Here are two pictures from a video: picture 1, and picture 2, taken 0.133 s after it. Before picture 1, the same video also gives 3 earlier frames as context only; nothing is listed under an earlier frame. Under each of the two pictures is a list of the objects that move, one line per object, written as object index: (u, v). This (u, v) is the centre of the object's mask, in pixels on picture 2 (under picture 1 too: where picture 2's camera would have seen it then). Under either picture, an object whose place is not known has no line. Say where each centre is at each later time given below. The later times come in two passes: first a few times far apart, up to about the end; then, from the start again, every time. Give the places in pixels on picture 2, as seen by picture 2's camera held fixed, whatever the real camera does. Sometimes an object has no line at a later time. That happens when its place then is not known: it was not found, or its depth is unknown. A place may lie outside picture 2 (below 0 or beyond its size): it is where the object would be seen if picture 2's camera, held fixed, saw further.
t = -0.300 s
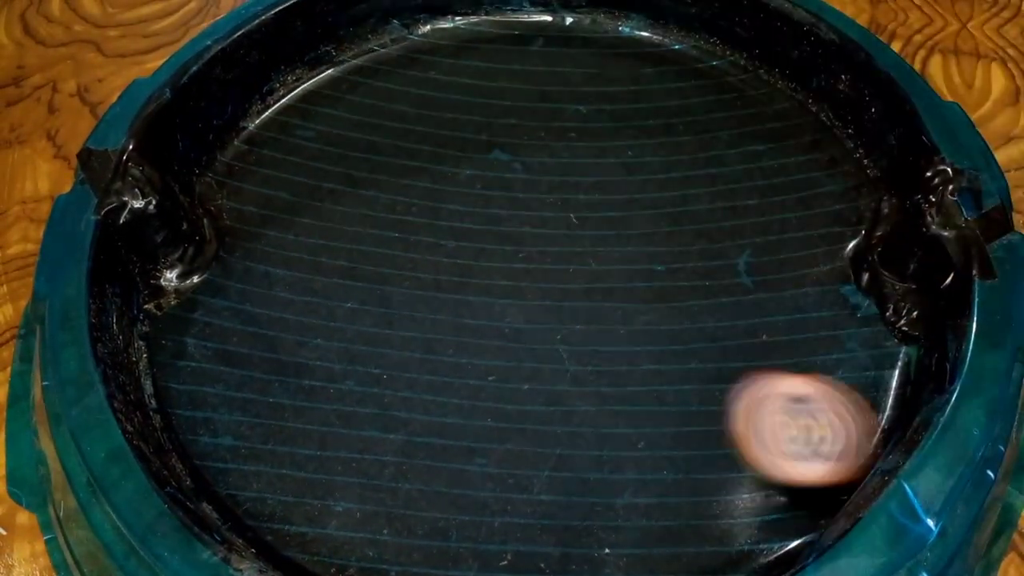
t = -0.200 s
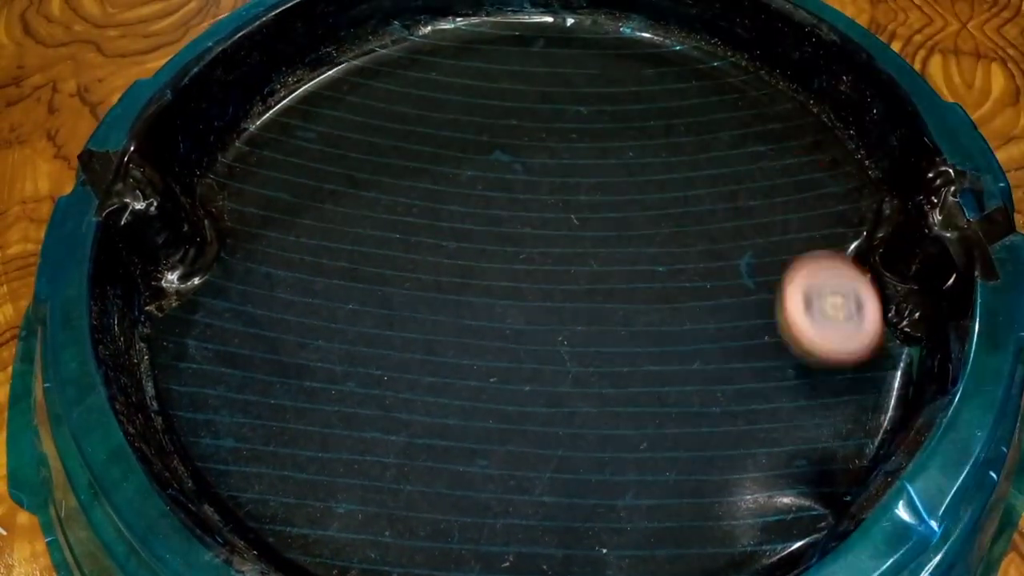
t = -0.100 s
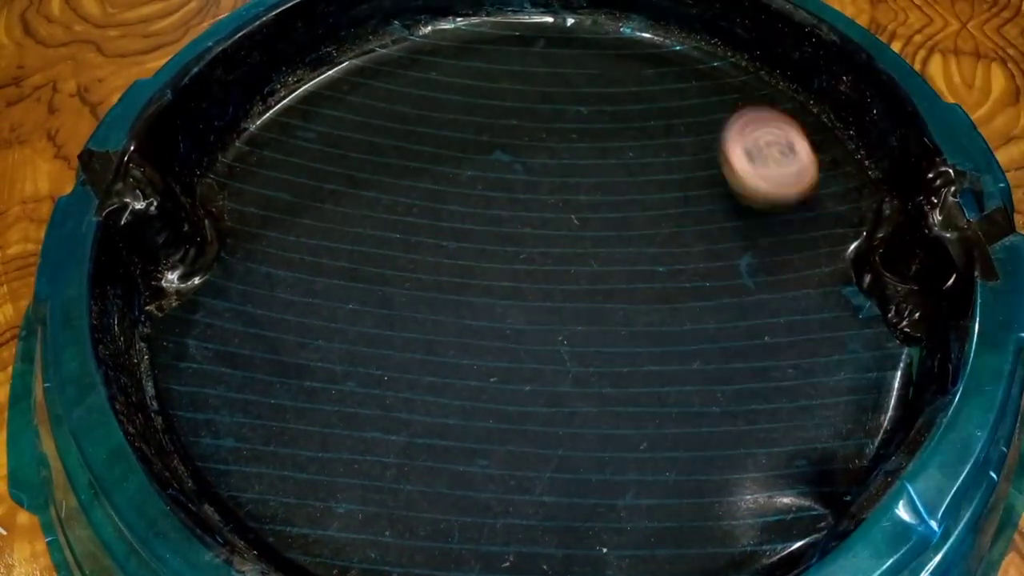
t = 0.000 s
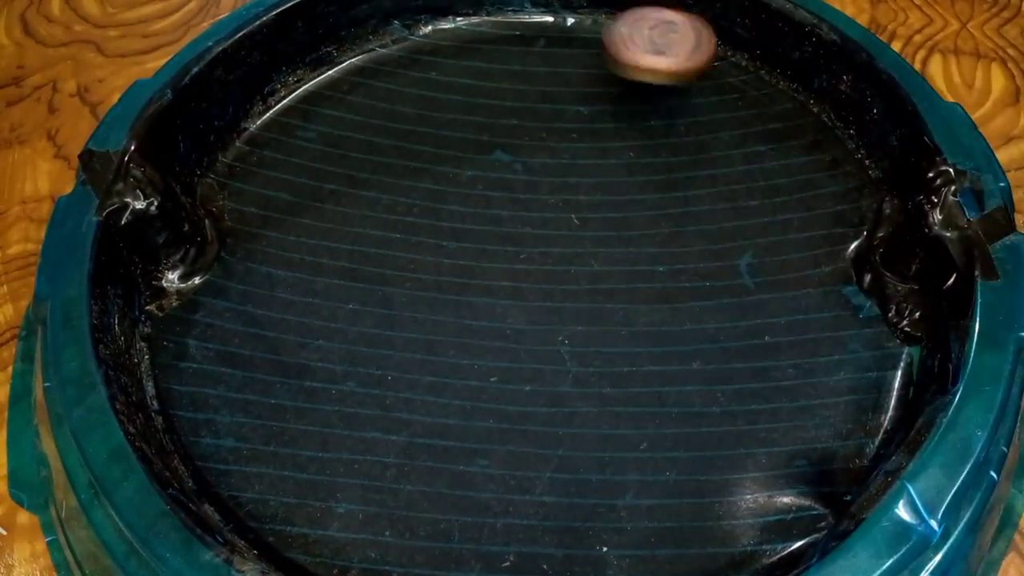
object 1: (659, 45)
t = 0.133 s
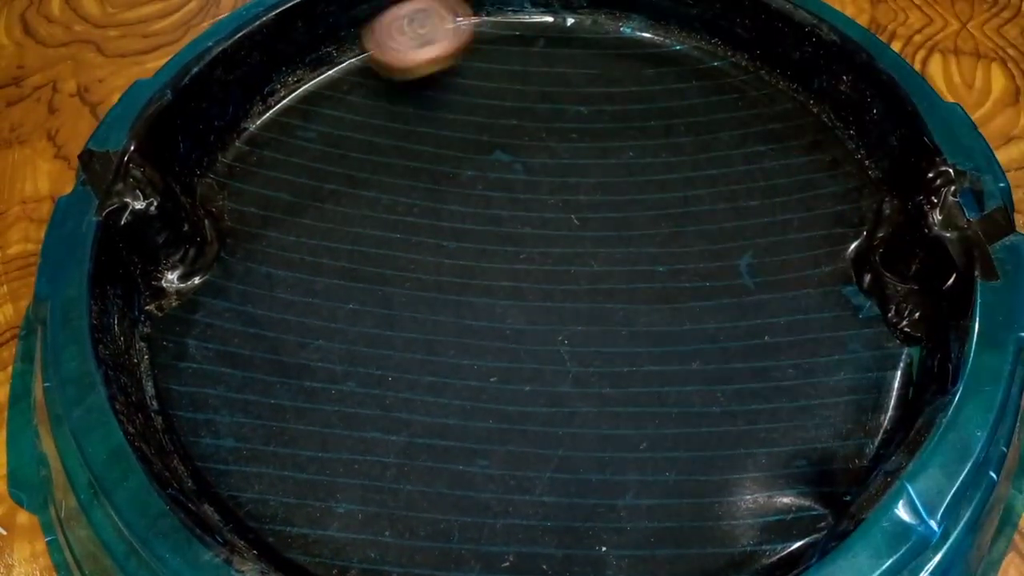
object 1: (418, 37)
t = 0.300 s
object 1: (289, 218)
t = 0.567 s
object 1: (838, 393)
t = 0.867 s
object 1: (683, 90)
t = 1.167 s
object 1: (385, 212)
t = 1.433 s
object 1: (489, 522)
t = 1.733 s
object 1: (794, 335)
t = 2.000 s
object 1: (571, 156)
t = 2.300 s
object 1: (256, 251)
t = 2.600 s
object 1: (364, 527)
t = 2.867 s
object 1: (692, 408)
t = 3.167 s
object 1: (586, 170)
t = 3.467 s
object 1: (349, 184)
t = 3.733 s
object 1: (325, 389)
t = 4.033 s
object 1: (657, 415)
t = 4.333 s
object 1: (632, 216)
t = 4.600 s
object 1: (417, 240)
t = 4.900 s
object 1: (435, 439)
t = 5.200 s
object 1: (642, 405)
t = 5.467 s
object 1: (584, 259)
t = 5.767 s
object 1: (382, 265)
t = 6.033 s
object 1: (365, 404)
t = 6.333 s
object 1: (582, 398)
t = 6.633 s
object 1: (588, 252)
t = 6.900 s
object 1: (467, 229)
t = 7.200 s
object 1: (414, 353)
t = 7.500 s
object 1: (573, 402)
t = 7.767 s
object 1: (602, 306)
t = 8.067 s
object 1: (467, 284)
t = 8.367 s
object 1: (421, 375)
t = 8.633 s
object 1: (524, 386)
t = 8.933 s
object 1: (540, 297)
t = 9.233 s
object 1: (461, 279)
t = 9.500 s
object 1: (459, 328)
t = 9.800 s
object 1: (532, 349)
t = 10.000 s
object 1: (565, 325)
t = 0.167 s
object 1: (361, 59)
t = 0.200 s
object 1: (311, 91)
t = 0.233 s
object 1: (269, 131)
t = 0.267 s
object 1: (237, 179)
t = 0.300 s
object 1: (289, 218)
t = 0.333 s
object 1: (361, 273)
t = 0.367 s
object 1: (428, 319)
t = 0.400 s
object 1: (496, 355)
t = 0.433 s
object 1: (564, 381)
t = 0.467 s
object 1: (637, 397)
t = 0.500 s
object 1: (711, 406)
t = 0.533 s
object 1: (778, 405)
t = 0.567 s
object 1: (838, 393)
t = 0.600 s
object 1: (845, 359)
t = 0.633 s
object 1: (819, 312)
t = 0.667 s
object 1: (796, 270)
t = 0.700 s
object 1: (778, 231)
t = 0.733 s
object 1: (763, 195)
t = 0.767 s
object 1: (749, 163)
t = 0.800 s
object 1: (732, 135)
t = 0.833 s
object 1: (711, 109)
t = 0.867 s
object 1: (683, 90)
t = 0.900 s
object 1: (652, 76)
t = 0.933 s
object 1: (618, 70)
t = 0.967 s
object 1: (581, 70)
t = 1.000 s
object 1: (543, 78)
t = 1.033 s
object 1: (505, 93)
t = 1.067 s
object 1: (471, 113)
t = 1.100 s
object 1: (438, 141)
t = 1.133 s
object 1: (409, 174)
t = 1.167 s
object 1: (385, 212)
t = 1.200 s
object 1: (367, 254)
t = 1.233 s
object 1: (357, 298)
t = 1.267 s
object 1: (357, 343)
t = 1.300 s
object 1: (365, 386)
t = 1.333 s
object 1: (384, 427)
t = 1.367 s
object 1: (412, 464)
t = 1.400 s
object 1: (447, 500)
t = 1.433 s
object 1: (489, 522)
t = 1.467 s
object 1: (538, 536)
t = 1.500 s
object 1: (597, 545)
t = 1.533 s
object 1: (664, 537)
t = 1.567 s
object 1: (721, 526)
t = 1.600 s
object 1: (761, 504)
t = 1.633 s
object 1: (780, 460)
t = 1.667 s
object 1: (792, 419)
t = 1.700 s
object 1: (797, 378)
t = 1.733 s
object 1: (794, 335)
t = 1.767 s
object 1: (782, 298)
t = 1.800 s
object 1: (761, 265)
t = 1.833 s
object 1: (736, 235)
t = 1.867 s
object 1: (706, 210)
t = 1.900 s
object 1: (671, 190)
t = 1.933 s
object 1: (639, 174)
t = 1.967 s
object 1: (606, 162)
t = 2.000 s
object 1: (571, 156)
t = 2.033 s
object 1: (533, 152)
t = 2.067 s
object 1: (495, 152)
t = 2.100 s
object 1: (453, 156)
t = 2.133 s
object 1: (416, 163)
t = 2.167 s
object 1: (378, 174)
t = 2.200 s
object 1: (341, 189)
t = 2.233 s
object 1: (309, 206)
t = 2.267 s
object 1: (282, 226)
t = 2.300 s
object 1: (256, 251)
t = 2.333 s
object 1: (240, 282)
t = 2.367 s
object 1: (228, 314)
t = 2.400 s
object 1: (222, 348)
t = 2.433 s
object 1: (225, 388)
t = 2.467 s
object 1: (235, 426)
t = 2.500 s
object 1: (251, 460)
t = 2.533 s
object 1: (282, 493)
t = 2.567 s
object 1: (320, 517)
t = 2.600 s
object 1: (364, 527)
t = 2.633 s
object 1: (414, 531)
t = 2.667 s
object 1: (461, 531)
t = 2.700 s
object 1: (515, 527)
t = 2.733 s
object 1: (562, 518)
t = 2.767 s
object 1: (608, 499)
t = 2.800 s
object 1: (642, 474)
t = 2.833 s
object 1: (673, 440)
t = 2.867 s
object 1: (692, 408)
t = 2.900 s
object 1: (703, 372)
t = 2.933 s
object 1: (707, 338)
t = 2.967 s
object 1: (704, 304)
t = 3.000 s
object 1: (694, 273)
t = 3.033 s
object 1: (679, 245)
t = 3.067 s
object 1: (661, 222)
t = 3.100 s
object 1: (639, 204)
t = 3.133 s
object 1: (614, 185)
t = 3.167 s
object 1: (586, 170)
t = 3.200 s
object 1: (562, 159)
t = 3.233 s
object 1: (537, 153)
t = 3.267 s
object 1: (513, 148)
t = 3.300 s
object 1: (485, 149)
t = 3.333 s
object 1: (455, 149)
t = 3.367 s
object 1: (425, 154)
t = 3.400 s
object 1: (397, 161)
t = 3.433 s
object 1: (372, 171)
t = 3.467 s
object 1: (349, 184)
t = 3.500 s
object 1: (331, 199)
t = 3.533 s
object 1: (314, 217)
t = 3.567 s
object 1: (303, 238)
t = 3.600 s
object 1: (292, 265)
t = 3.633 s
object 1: (289, 293)
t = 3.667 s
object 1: (294, 326)
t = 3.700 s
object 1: (304, 355)
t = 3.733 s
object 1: (325, 389)
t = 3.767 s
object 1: (350, 413)
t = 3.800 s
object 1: (386, 436)
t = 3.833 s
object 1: (424, 453)
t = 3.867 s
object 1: (464, 462)
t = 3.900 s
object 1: (508, 465)
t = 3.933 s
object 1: (551, 460)
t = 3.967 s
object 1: (592, 451)
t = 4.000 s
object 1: (630, 435)
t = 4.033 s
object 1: (657, 415)
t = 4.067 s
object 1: (679, 392)
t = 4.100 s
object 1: (695, 364)
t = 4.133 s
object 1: (702, 339)
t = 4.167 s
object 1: (704, 314)
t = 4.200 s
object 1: (700, 287)
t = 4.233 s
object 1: (690, 264)
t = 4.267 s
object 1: (674, 246)
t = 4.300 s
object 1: (655, 230)
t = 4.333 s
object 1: (632, 216)
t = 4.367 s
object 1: (606, 206)
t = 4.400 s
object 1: (579, 199)
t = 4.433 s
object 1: (551, 195)
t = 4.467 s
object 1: (523, 197)
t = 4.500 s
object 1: (494, 203)
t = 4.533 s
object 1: (465, 211)
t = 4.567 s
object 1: (439, 223)
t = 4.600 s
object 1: (417, 240)
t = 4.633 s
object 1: (401, 256)
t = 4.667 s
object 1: (388, 277)
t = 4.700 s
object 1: (377, 302)
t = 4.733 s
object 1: (371, 327)
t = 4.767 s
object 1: (372, 353)
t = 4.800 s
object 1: (380, 380)
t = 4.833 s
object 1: (392, 403)
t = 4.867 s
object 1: (411, 421)
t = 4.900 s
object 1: (435, 439)
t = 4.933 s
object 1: (462, 453)
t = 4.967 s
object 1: (486, 460)
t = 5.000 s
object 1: (512, 463)
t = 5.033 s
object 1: (537, 463)
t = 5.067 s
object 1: (565, 458)
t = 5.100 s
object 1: (589, 451)
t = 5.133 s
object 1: (612, 439)
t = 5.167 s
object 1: (629, 424)
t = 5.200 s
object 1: (642, 405)
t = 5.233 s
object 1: (650, 384)
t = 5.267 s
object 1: (654, 362)
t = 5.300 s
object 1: (653, 341)
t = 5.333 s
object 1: (647, 320)
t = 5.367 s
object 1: (636, 302)
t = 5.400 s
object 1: (621, 286)
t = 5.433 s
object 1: (604, 271)
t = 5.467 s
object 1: (584, 259)
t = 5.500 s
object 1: (563, 249)
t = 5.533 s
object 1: (541, 242)
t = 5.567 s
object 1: (517, 237)
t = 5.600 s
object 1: (494, 235)
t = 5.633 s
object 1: (470, 235)
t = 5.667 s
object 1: (446, 238)
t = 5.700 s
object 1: (423, 244)
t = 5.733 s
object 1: (402, 253)
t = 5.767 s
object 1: (382, 265)
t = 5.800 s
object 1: (366, 278)
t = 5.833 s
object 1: (352, 293)
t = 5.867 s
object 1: (343, 310)
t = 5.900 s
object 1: (338, 329)
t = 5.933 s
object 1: (337, 349)
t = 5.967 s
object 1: (342, 369)
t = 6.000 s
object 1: (351, 388)
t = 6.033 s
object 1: (365, 404)
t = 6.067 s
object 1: (383, 417)
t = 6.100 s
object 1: (406, 428)
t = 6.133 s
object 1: (431, 434)
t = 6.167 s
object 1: (457, 437)
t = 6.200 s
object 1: (485, 437)
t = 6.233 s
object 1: (511, 433)
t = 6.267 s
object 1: (537, 424)
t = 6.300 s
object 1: (561, 413)
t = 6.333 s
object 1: (582, 398)
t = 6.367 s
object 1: (599, 381)
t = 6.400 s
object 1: (611, 362)
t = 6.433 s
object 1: (618, 343)
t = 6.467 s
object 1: (621, 325)
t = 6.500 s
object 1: (619, 308)
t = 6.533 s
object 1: (614, 292)
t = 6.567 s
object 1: (608, 277)
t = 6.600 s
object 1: (599, 264)
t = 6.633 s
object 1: (588, 252)
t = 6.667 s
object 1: (577, 242)
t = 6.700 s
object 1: (564, 235)
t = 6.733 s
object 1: (549, 229)
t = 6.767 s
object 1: (534, 226)
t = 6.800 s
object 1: (518, 224)
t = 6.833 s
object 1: (501, 223)
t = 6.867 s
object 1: (484, 224)
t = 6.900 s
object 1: (467, 229)
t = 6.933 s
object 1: (451, 236)
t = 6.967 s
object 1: (436, 245)
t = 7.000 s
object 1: (423, 257)
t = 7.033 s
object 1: (414, 271)
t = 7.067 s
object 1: (406, 286)
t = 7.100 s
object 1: (402, 302)
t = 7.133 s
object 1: (402, 319)
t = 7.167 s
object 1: (406, 336)
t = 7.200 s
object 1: (414, 353)
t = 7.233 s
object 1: (424, 368)
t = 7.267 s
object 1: (438, 382)
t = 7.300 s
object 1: (454, 393)
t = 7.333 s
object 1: (473, 402)
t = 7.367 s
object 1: (493, 408)
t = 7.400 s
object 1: (514, 411)
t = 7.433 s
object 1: (535, 411)
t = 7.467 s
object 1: (554, 408)
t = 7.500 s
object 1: (573, 402)
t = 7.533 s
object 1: (590, 393)
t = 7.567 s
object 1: (602, 382)
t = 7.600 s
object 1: (610, 370)
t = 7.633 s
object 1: (616, 357)
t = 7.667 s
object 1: (618, 343)
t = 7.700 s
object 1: (617, 329)
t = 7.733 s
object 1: (612, 317)
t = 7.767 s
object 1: (602, 306)
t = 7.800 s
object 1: (590, 296)
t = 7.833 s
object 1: (576, 288)
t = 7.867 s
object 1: (561, 282)
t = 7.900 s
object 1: (546, 277)
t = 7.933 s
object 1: (530, 274)
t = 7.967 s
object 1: (514, 274)
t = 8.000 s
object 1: (498, 275)
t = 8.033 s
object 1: (482, 278)
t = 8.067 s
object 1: (467, 284)
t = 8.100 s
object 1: (453, 290)
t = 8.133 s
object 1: (441, 299)
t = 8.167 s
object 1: (431, 309)
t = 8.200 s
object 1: (424, 318)
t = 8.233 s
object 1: (418, 329)
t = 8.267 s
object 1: (414, 340)
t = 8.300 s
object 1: (413, 352)
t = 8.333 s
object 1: (416, 364)
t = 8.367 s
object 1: (421, 375)
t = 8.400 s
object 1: (430, 385)
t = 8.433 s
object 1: (440, 393)
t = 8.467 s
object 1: (454, 398)
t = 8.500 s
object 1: (468, 401)
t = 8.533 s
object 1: (484, 400)
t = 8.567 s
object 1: (498, 397)
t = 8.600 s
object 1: (512, 393)
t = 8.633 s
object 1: (524, 386)
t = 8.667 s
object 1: (535, 379)
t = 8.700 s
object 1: (544, 368)
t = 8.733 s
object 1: (549, 358)
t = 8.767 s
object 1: (553, 347)
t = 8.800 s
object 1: (555, 335)
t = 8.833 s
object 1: (556, 326)
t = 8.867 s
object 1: (553, 315)
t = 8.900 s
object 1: (547, 306)
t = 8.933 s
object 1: (540, 297)
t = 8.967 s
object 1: (533, 288)
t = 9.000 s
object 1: (526, 282)
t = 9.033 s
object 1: (515, 277)
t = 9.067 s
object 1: (505, 274)
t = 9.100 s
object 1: (493, 272)
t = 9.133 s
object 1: (483, 271)
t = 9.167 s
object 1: (473, 272)
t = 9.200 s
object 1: (466, 275)
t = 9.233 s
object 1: (461, 279)
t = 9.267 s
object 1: (455, 284)
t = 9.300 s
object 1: (451, 289)
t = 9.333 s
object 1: (448, 295)
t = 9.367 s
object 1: (447, 302)
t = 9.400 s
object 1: (448, 308)
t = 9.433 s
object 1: (451, 315)
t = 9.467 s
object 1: (454, 322)
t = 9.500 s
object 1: (459, 328)
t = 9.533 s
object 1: (466, 335)
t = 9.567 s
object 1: (472, 339)
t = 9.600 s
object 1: (481, 343)
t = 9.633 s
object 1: (489, 346)
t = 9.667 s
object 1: (497, 348)
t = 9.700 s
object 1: (507, 350)
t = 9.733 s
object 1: (515, 350)
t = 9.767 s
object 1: (524, 351)
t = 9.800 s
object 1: (532, 349)
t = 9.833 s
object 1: (540, 347)
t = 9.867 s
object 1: (547, 344)
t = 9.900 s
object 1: (555, 340)
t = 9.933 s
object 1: (561, 335)
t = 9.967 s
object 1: (563, 331)
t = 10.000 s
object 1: (565, 325)
